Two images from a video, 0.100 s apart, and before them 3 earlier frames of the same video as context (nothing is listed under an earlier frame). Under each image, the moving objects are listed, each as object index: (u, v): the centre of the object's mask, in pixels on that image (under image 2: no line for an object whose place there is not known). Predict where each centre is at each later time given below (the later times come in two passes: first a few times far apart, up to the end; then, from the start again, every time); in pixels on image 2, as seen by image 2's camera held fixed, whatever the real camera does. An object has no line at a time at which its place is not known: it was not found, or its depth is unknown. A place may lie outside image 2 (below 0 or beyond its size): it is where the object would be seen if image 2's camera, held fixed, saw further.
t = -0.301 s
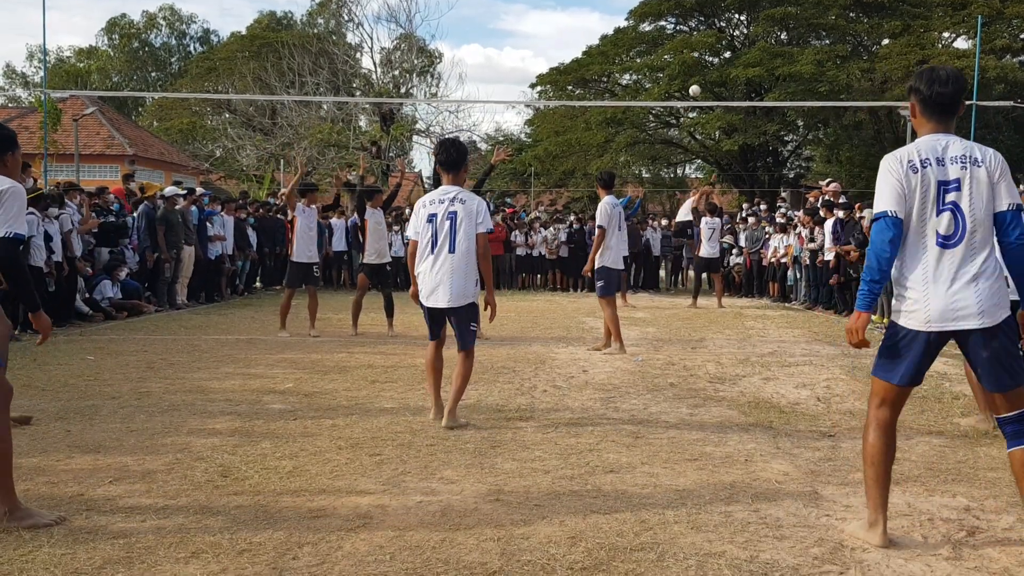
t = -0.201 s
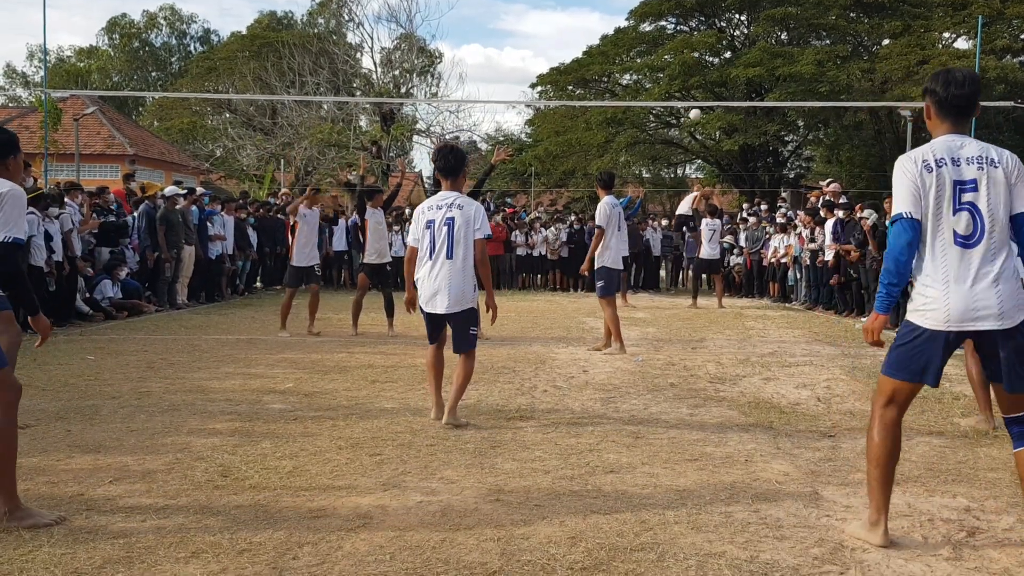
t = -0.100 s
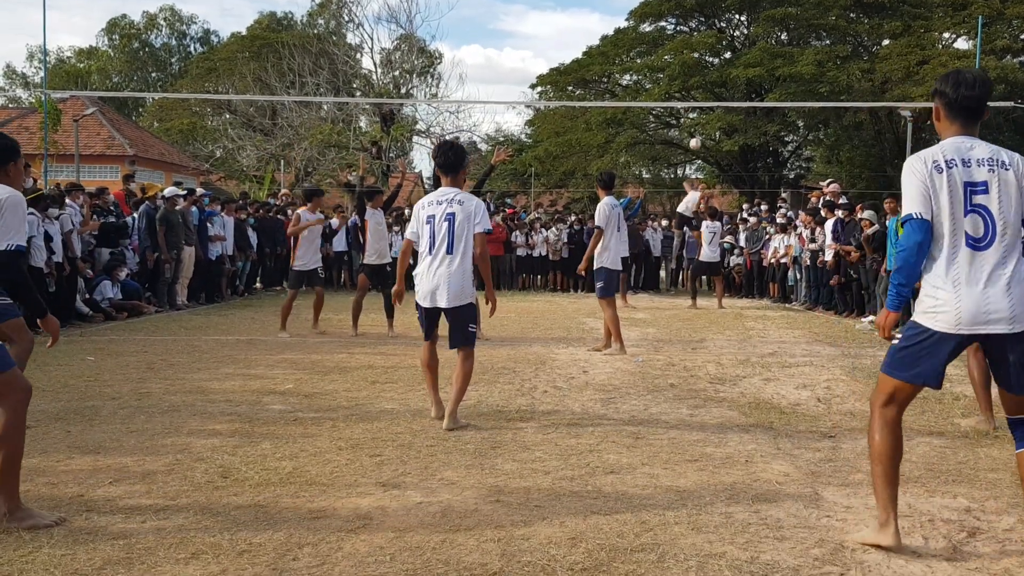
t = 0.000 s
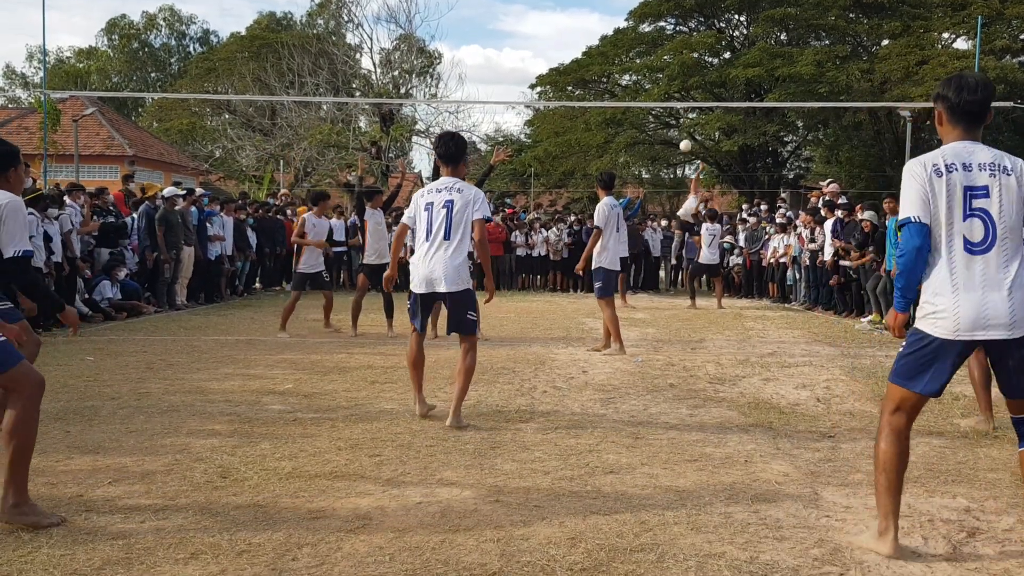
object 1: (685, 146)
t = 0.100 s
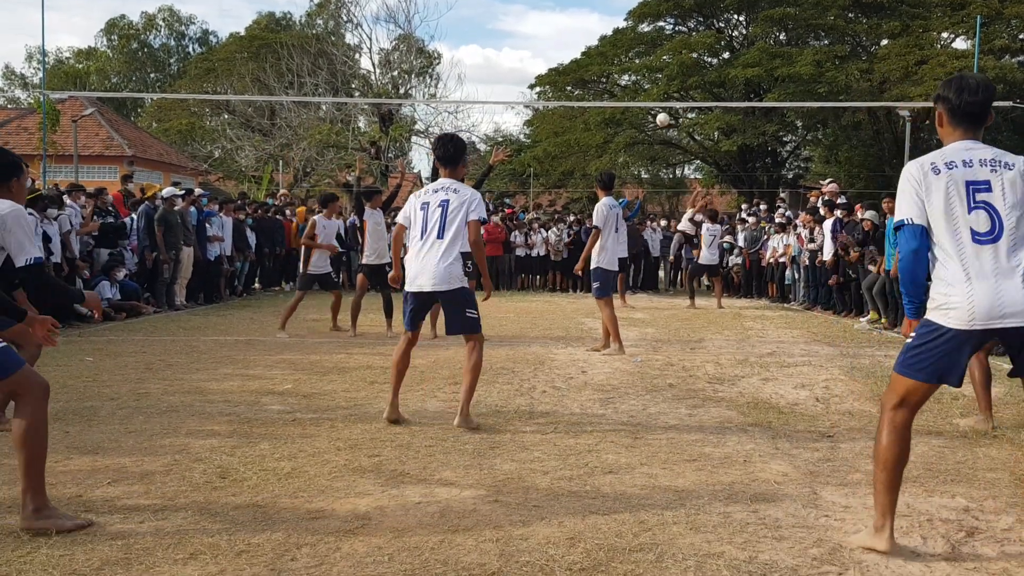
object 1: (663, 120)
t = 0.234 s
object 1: (625, 94)
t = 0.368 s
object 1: (572, 81)
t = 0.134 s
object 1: (654, 113)
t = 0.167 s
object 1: (644, 105)
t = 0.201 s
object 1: (635, 97)
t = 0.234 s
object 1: (625, 94)
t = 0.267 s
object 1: (613, 89)
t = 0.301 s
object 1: (600, 85)
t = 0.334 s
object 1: (587, 83)
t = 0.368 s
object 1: (572, 81)
